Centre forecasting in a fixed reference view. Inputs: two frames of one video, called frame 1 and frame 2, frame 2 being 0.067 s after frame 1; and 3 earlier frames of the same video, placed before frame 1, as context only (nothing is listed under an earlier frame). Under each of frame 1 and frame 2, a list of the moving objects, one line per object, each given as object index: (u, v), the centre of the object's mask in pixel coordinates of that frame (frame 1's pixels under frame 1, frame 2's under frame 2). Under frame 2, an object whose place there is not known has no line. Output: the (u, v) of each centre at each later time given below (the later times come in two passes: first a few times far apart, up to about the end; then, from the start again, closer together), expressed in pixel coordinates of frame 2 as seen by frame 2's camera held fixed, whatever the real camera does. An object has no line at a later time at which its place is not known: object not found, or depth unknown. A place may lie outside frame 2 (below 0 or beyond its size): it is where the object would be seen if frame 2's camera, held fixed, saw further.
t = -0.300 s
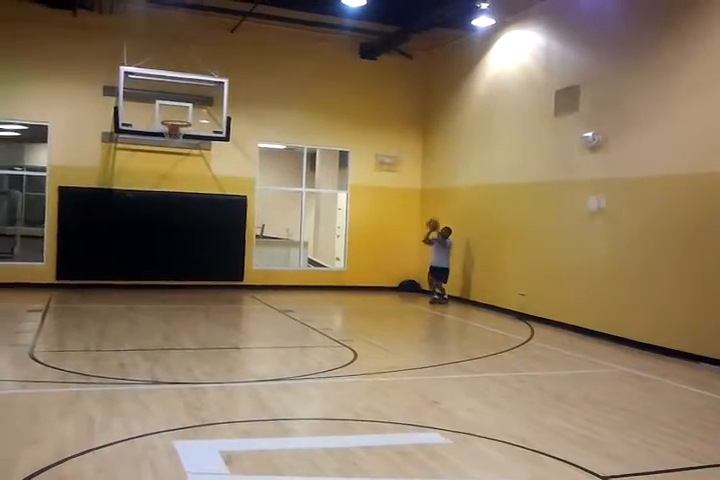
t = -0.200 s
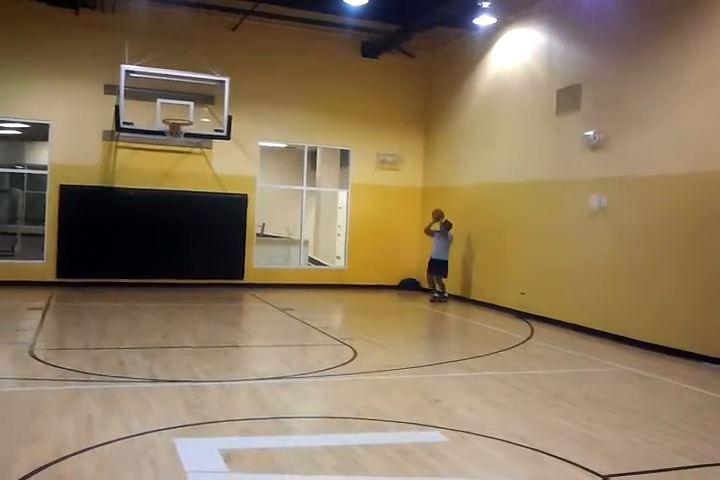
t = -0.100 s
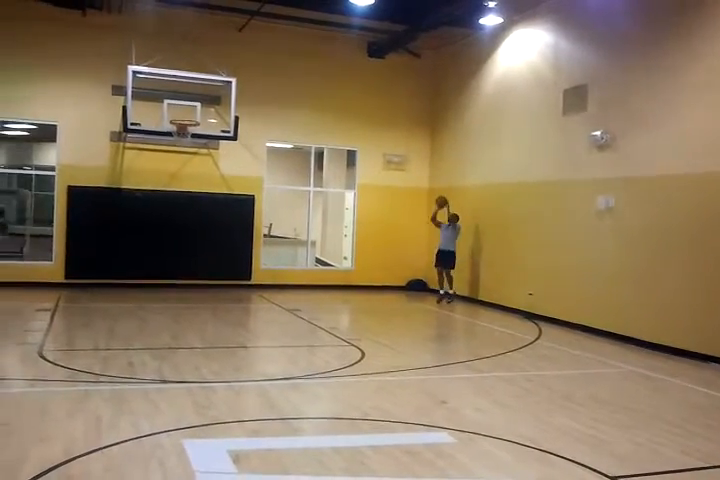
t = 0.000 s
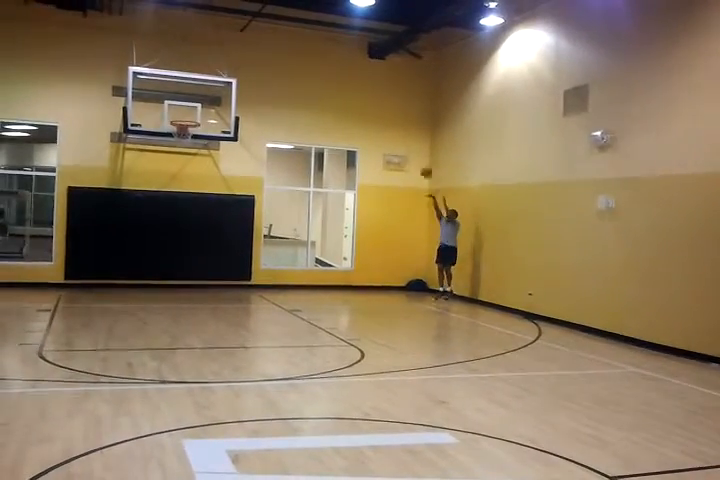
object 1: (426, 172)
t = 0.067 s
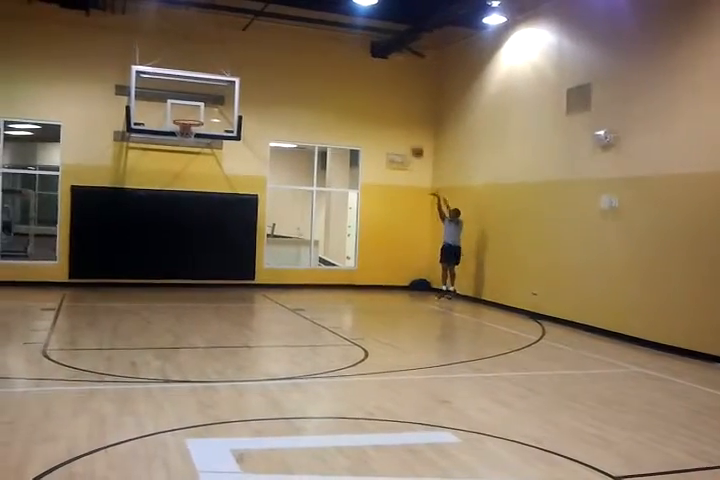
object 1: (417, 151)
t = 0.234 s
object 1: (386, 110)
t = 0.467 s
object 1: (337, 73)
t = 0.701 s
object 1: (287, 64)
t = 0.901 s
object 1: (236, 78)
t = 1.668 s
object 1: (226, 282)
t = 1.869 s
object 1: (250, 232)
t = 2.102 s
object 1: (277, 204)
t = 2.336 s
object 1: (301, 204)
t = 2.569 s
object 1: (324, 232)
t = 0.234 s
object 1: (386, 110)
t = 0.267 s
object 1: (378, 103)
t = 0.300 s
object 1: (371, 97)
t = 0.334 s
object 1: (365, 90)
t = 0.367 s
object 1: (359, 86)
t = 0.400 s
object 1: (351, 81)
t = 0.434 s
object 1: (344, 77)
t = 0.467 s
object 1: (337, 73)
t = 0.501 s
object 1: (330, 69)
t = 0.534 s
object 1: (323, 67)
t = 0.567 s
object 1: (316, 65)
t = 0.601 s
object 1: (308, 63)
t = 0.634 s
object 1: (301, 63)
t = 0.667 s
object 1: (294, 63)
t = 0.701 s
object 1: (287, 64)
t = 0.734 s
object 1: (282, 60)
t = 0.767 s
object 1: (270, 67)
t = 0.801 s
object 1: (260, 69)
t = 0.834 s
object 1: (252, 71)
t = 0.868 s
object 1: (245, 73)
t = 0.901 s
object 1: (236, 78)
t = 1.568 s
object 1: (217, 273)
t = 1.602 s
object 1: (221, 287)
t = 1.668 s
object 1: (226, 282)
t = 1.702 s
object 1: (229, 273)
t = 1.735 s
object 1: (234, 263)
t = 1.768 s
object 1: (237, 256)
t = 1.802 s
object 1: (243, 246)
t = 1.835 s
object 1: (246, 239)
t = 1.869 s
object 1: (250, 232)
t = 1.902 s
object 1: (254, 227)
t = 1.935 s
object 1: (260, 221)
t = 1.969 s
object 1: (262, 217)
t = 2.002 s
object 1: (266, 213)
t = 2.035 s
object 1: (270, 209)
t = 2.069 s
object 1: (273, 206)
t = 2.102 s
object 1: (277, 204)
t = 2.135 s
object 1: (280, 202)
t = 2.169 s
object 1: (284, 201)
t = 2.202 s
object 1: (287, 201)
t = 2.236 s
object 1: (290, 201)
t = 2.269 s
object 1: (294, 201)
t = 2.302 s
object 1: (297, 202)
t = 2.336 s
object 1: (301, 204)
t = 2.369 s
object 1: (304, 206)
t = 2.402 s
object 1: (307, 210)
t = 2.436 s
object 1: (311, 213)
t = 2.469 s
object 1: (314, 216)
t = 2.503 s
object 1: (316, 221)
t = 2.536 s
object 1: (320, 226)
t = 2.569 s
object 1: (324, 232)
